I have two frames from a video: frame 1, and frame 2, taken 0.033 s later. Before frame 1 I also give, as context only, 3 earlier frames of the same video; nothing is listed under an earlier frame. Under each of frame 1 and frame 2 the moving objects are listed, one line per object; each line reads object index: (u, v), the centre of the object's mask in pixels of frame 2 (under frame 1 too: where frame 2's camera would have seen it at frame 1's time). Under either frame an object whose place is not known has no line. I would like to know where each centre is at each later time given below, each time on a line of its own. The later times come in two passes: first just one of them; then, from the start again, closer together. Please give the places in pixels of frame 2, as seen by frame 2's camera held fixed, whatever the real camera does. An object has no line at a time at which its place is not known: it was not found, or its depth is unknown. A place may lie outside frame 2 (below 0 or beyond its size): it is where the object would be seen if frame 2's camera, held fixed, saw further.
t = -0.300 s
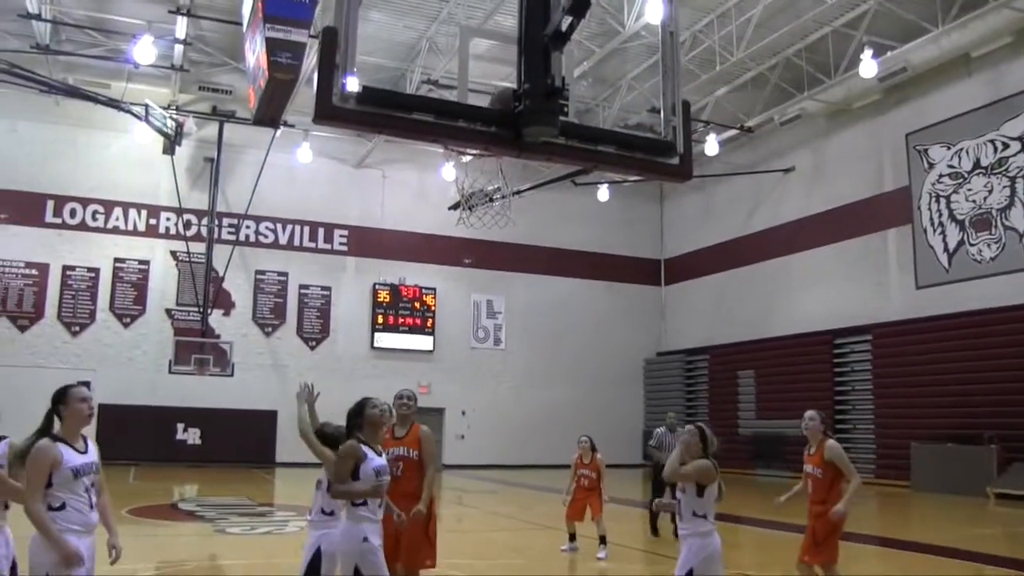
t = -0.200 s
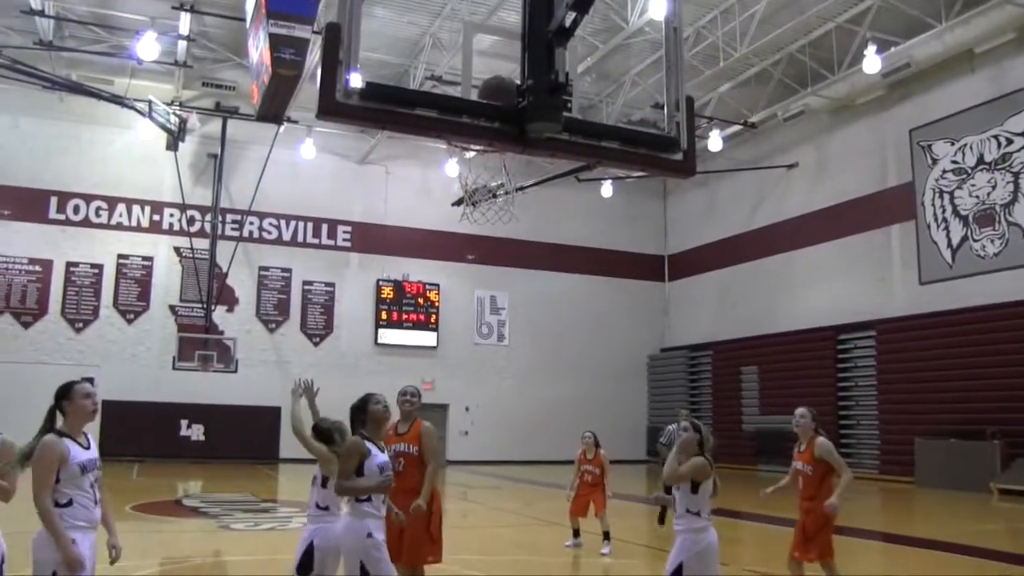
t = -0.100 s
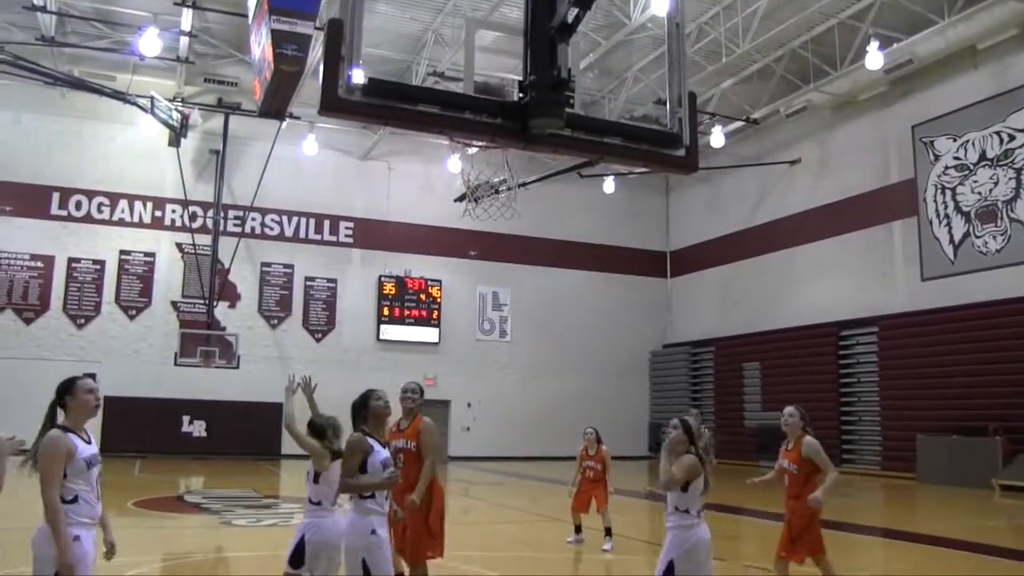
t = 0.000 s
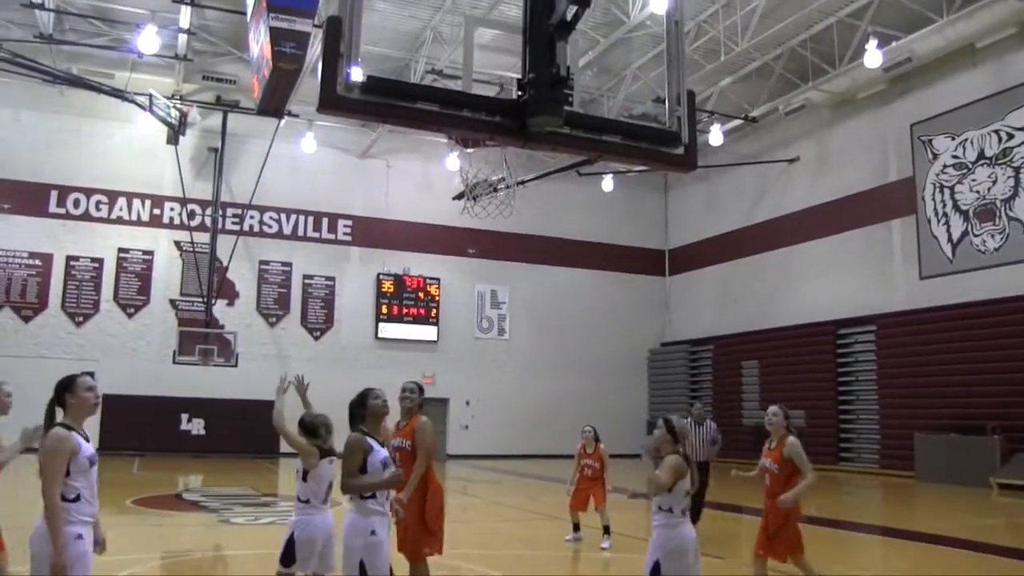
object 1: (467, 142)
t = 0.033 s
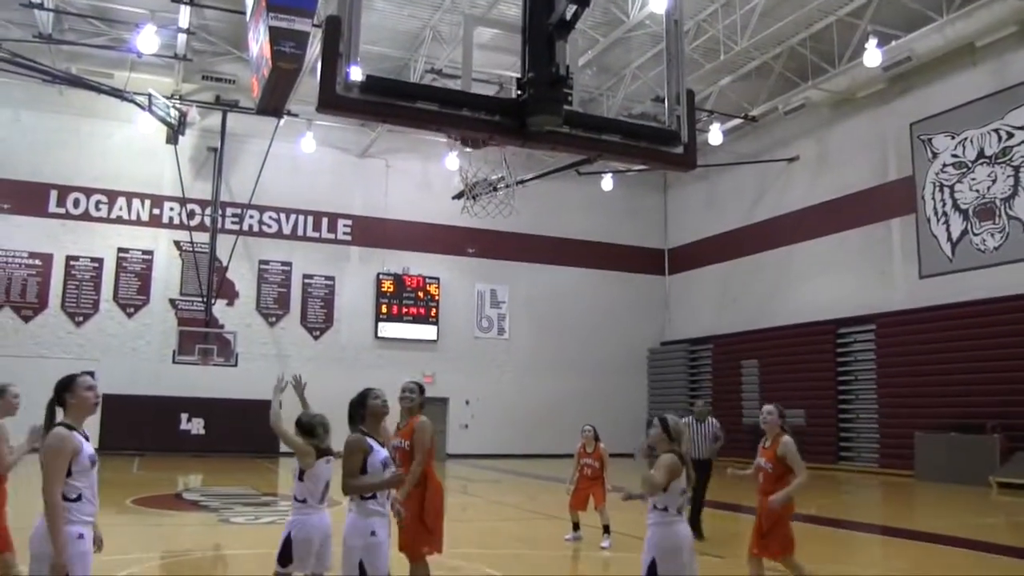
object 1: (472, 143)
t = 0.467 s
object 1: (521, 209)
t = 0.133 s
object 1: (494, 150)
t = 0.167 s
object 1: (503, 152)
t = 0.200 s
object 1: (511, 159)
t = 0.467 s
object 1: (521, 209)
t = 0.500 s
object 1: (518, 222)
